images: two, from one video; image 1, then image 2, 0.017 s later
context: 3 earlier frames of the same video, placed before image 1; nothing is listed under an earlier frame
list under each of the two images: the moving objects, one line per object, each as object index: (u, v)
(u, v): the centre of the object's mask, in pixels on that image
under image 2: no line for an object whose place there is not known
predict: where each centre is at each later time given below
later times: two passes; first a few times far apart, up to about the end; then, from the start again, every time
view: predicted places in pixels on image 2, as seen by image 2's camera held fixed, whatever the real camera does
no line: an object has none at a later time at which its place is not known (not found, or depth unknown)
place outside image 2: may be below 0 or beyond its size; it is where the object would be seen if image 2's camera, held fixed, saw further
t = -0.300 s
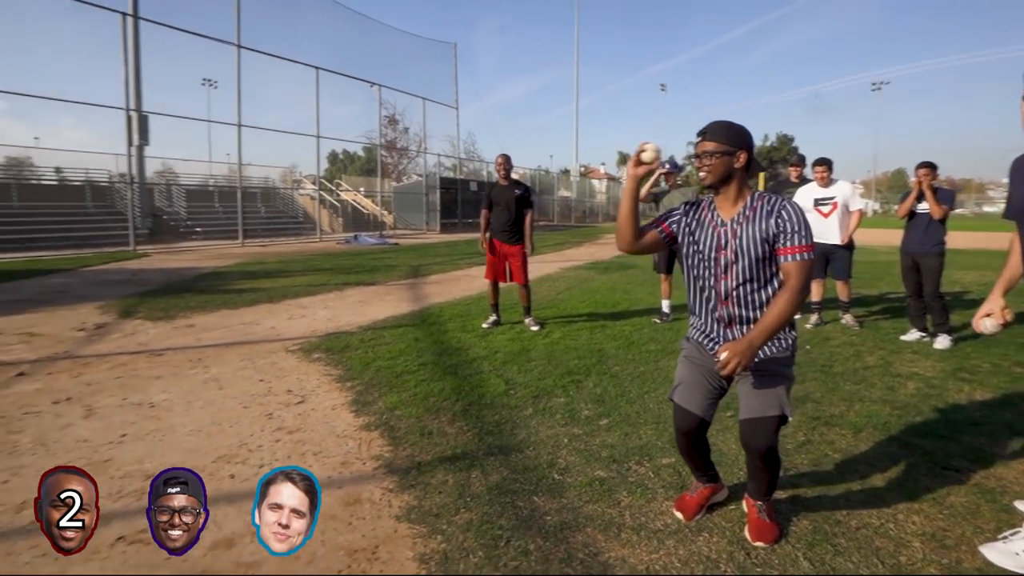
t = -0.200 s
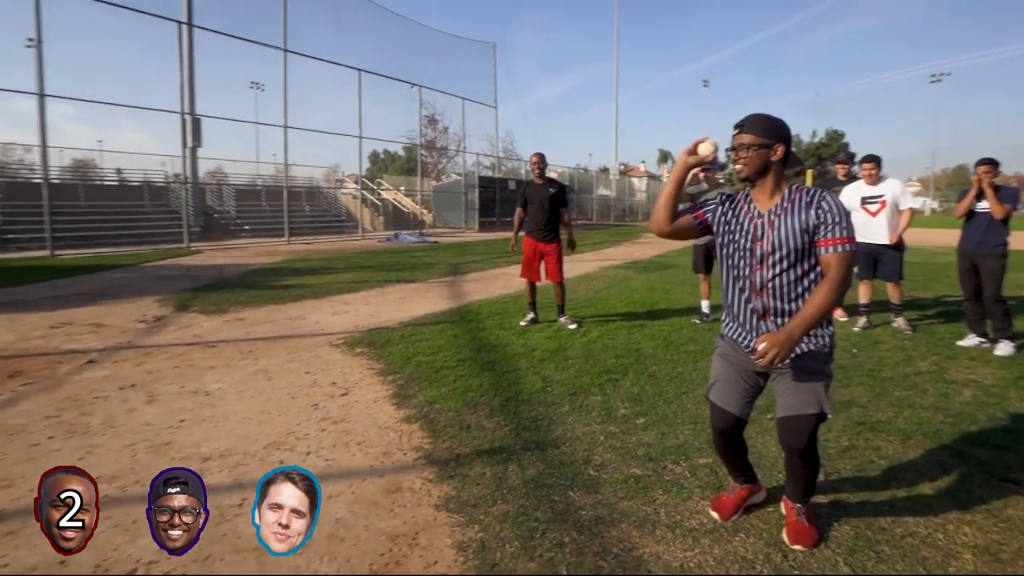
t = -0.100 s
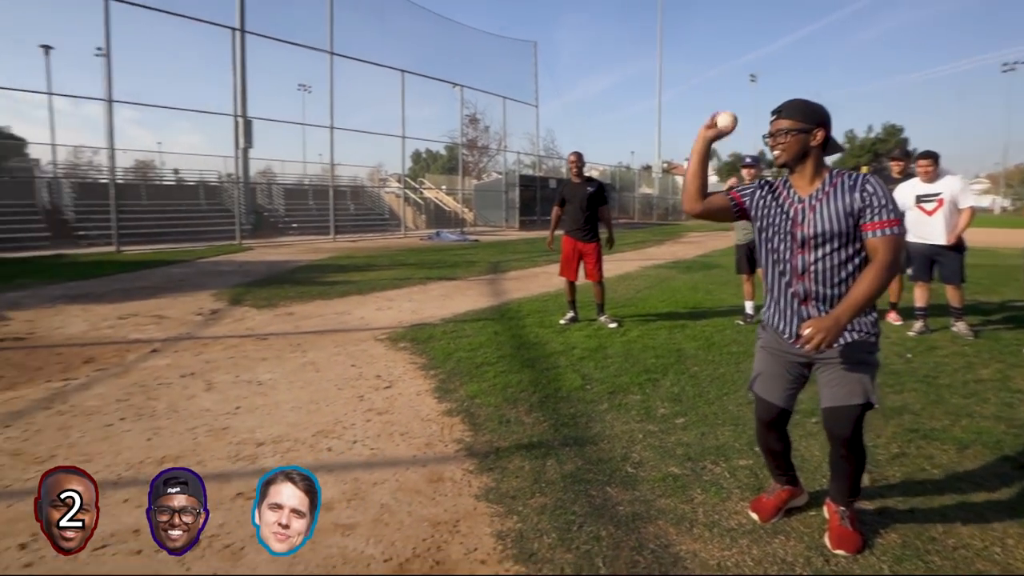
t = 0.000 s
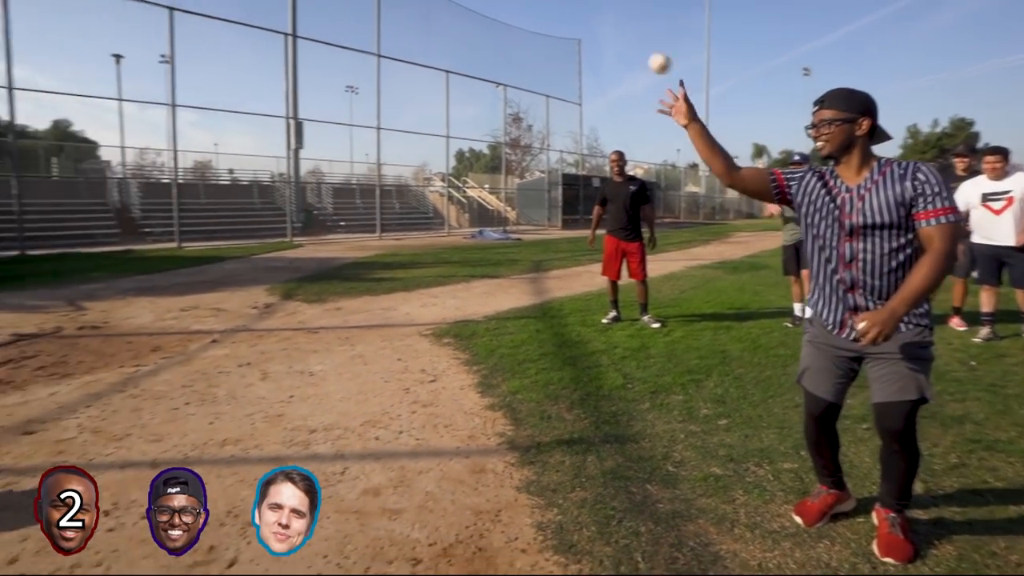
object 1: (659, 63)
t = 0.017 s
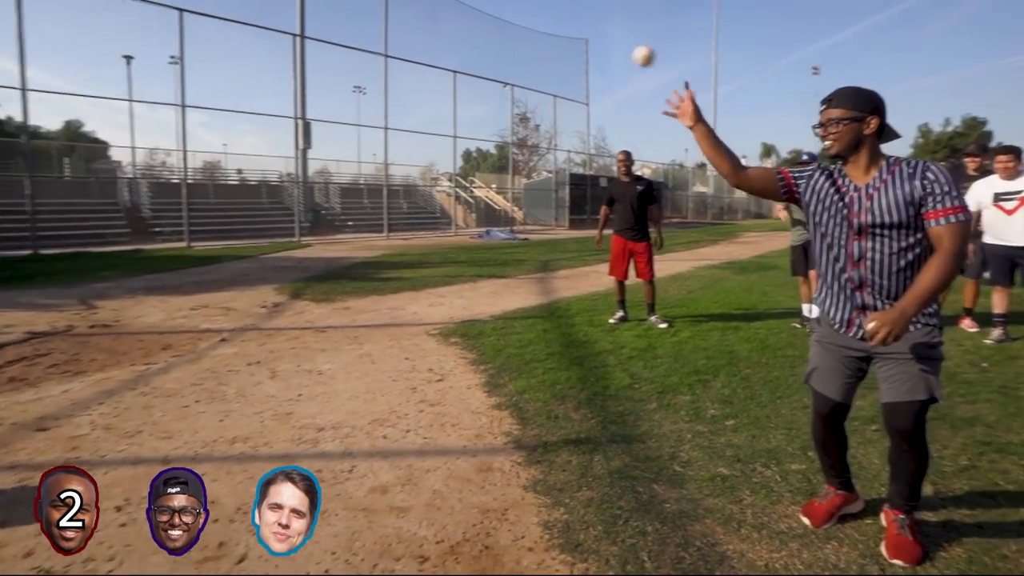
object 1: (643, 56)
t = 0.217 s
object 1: (366, 42)
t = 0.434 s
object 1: (113, 148)
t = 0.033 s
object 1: (619, 50)
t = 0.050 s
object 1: (596, 45)
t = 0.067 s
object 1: (573, 40)
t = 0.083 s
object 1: (549, 37)
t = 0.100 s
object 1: (525, 35)
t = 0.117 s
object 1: (502, 33)
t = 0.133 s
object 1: (479, 32)
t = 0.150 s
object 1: (456, 33)
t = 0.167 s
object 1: (433, 34)
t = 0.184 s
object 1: (411, 35)
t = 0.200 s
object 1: (388, 38)
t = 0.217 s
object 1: (366, 42)
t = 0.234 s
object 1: (345, 46)
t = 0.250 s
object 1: (324, 51)
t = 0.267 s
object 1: (303, 56)
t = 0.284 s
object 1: (281, 63)
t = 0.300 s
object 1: (261, 70)
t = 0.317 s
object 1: (241, 78)
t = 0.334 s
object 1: (222, 86)
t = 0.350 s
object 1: (204, 95)
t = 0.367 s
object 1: (185, 104)
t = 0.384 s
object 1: (166, 114)
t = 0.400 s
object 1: (148, 125)
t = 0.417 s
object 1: (132, 136)
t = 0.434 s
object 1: (113, 148)
